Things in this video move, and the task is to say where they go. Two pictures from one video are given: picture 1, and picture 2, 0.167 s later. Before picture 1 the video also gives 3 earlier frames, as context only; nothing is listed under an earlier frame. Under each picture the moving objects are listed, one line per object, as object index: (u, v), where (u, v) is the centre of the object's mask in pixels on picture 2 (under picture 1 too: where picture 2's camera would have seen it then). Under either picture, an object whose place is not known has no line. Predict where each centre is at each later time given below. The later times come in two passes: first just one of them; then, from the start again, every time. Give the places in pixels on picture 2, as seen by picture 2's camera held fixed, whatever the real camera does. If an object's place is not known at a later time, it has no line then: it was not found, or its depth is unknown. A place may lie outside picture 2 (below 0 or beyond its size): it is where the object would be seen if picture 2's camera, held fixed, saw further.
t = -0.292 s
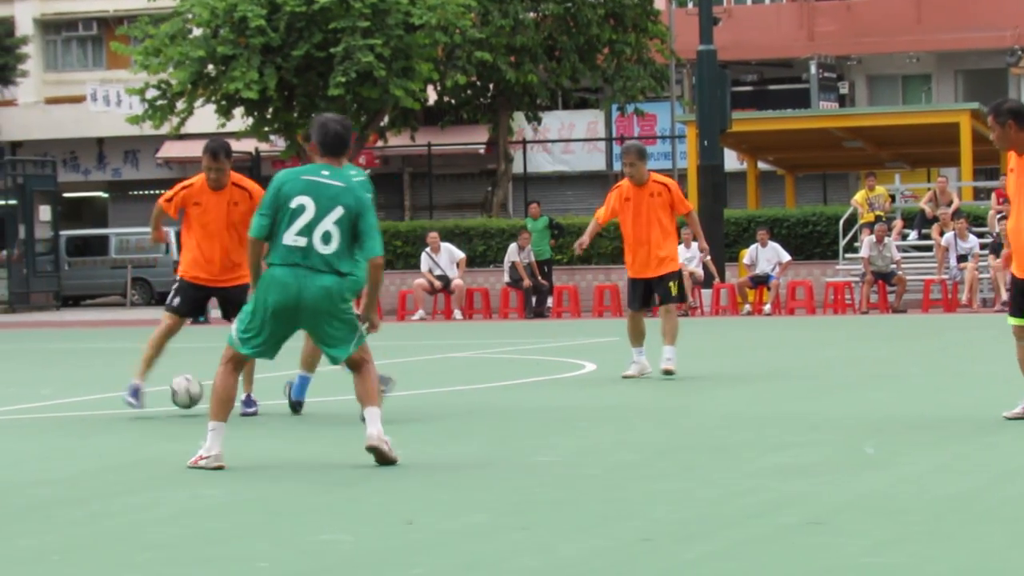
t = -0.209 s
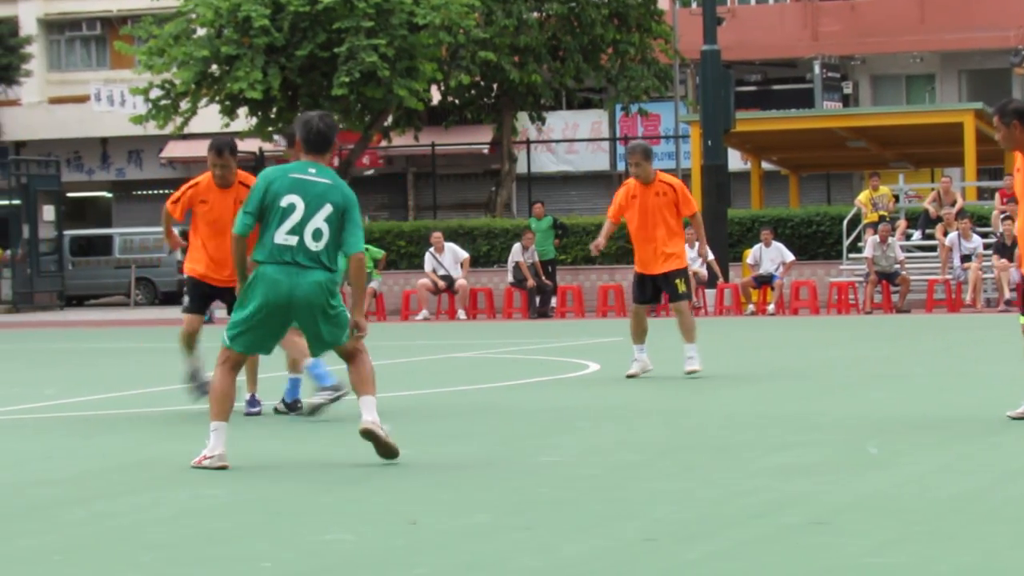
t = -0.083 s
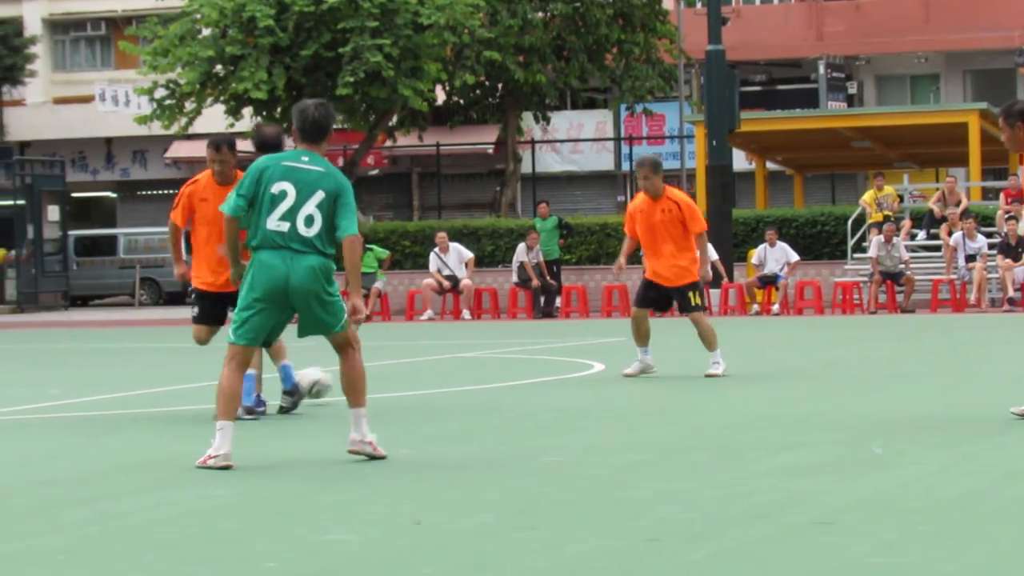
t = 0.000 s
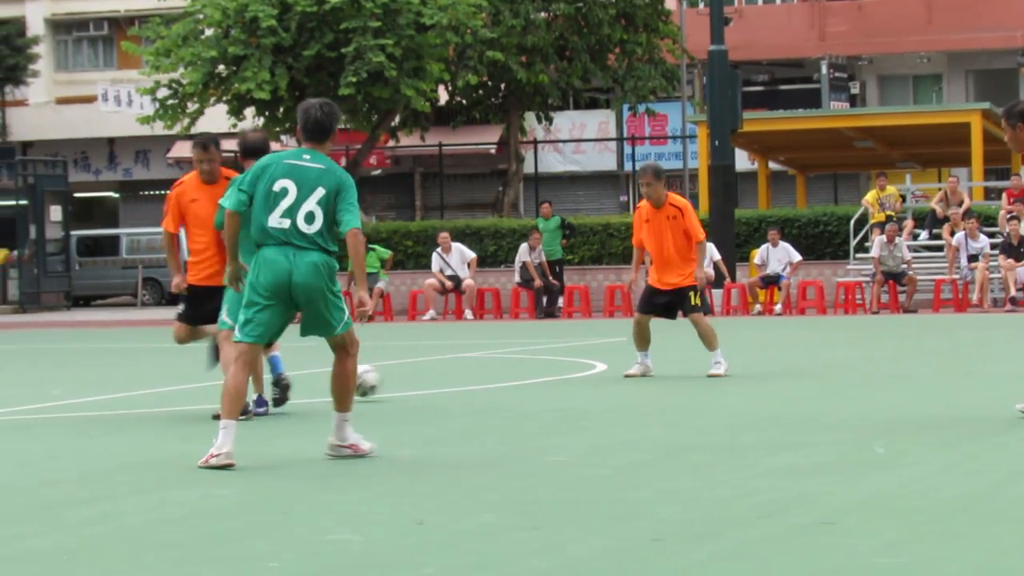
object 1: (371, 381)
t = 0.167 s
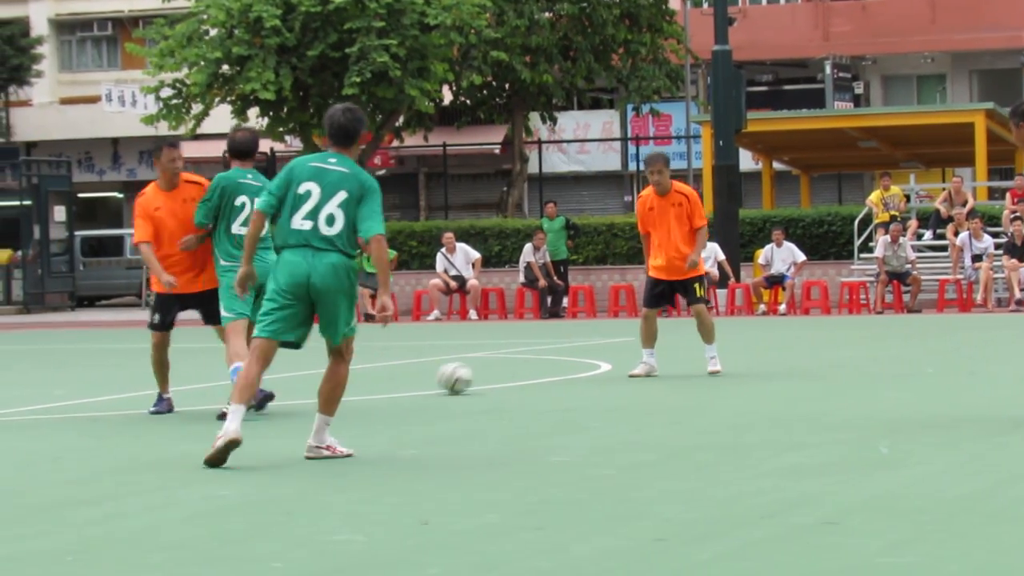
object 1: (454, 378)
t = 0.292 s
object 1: (516, 373)
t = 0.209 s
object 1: (475, 374)
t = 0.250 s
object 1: (494, 373)
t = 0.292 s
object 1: (516, 373)
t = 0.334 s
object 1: (535, 370)
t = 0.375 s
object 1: (554, 369)
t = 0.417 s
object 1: (572, 369)
